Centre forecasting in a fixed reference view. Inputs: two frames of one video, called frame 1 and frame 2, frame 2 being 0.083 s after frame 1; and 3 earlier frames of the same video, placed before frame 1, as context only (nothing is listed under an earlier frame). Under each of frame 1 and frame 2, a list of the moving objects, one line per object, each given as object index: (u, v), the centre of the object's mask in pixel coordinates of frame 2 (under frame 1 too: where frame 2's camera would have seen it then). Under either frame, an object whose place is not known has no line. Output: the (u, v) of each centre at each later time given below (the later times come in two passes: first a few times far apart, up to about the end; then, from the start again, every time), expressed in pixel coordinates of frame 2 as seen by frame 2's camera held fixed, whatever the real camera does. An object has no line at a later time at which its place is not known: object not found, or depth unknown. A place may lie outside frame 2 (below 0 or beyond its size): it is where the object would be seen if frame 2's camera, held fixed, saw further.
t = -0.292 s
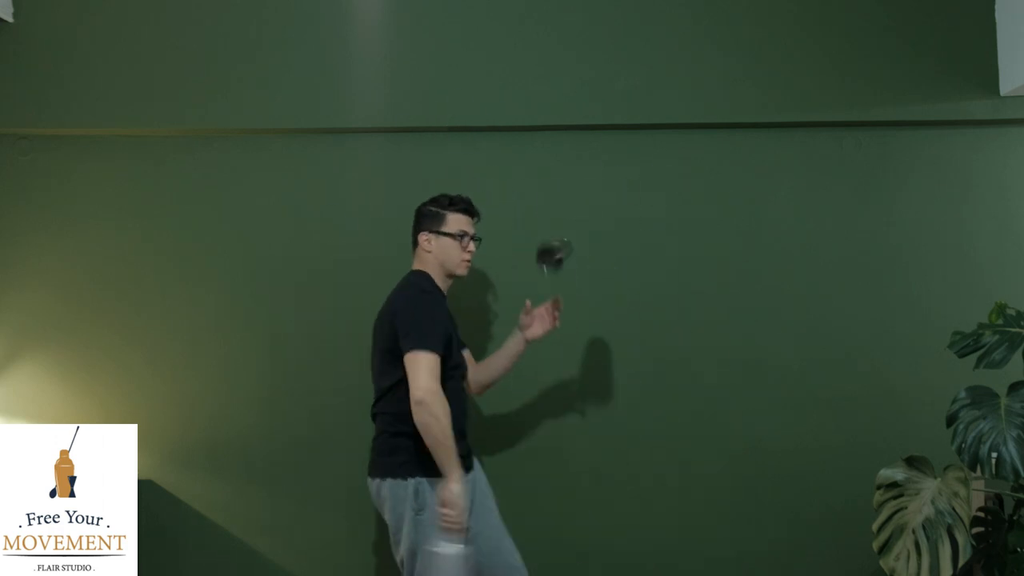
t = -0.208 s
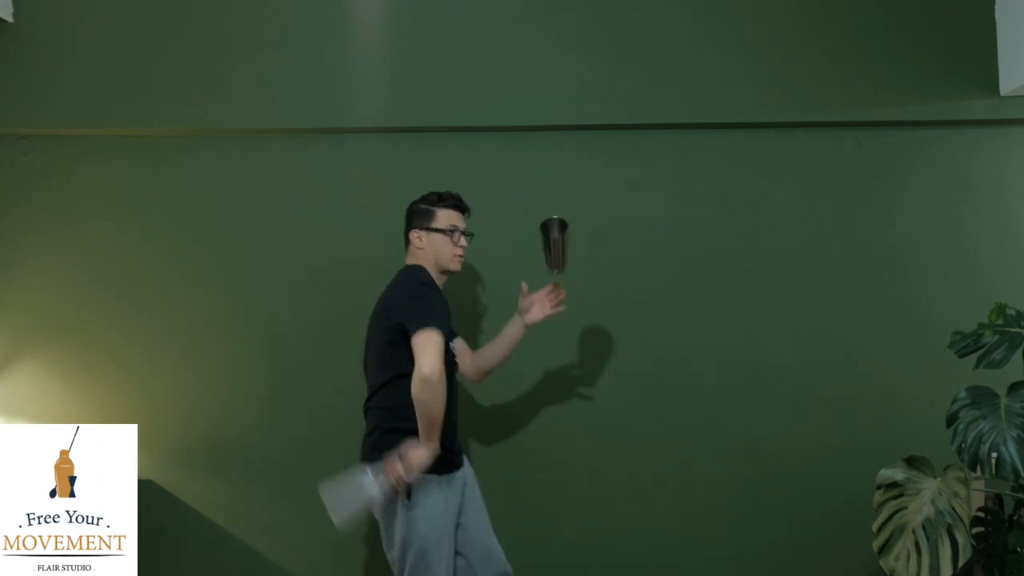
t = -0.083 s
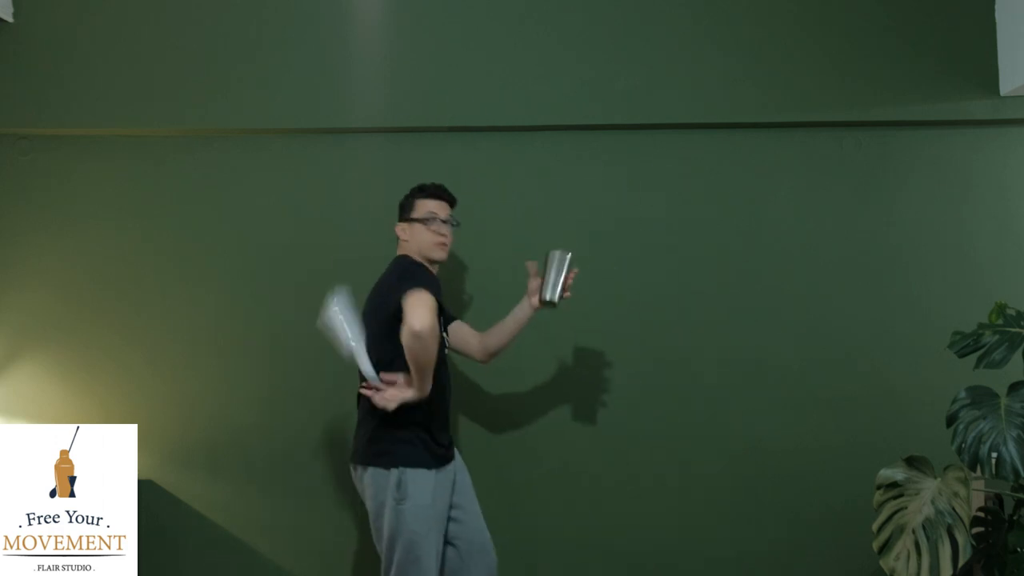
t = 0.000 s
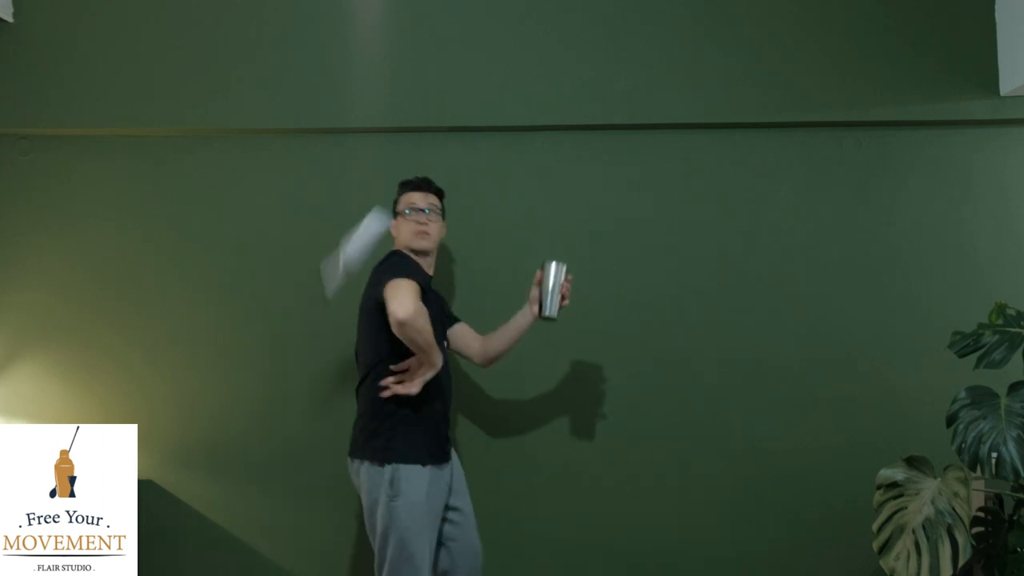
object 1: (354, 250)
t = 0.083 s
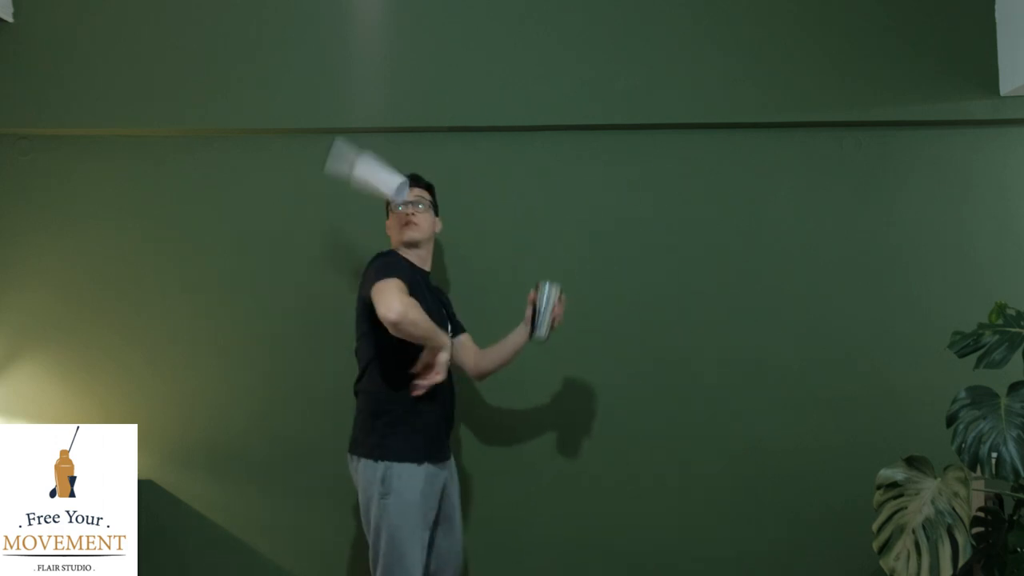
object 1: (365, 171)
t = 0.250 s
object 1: (411, 101)
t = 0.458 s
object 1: (444, 133)
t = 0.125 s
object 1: (378, 139)
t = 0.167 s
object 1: (392, 119)
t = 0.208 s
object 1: (402, 108)
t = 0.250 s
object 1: (411, 101)
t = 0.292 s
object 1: (416, 101)
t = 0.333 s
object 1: (420, 104)
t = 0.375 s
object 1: (425, 107)
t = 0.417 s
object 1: (434, 115)
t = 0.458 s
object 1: (444, 133)
